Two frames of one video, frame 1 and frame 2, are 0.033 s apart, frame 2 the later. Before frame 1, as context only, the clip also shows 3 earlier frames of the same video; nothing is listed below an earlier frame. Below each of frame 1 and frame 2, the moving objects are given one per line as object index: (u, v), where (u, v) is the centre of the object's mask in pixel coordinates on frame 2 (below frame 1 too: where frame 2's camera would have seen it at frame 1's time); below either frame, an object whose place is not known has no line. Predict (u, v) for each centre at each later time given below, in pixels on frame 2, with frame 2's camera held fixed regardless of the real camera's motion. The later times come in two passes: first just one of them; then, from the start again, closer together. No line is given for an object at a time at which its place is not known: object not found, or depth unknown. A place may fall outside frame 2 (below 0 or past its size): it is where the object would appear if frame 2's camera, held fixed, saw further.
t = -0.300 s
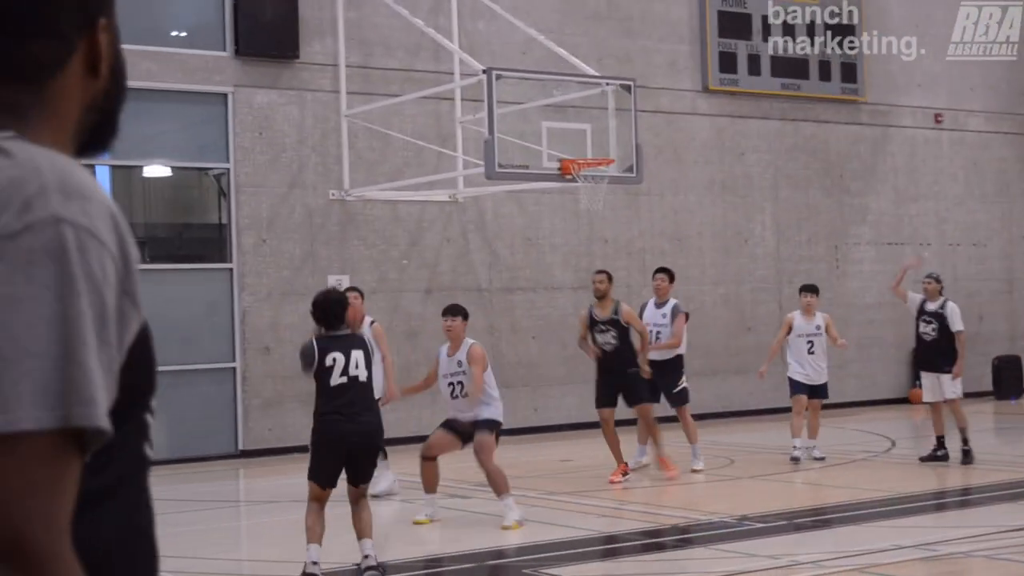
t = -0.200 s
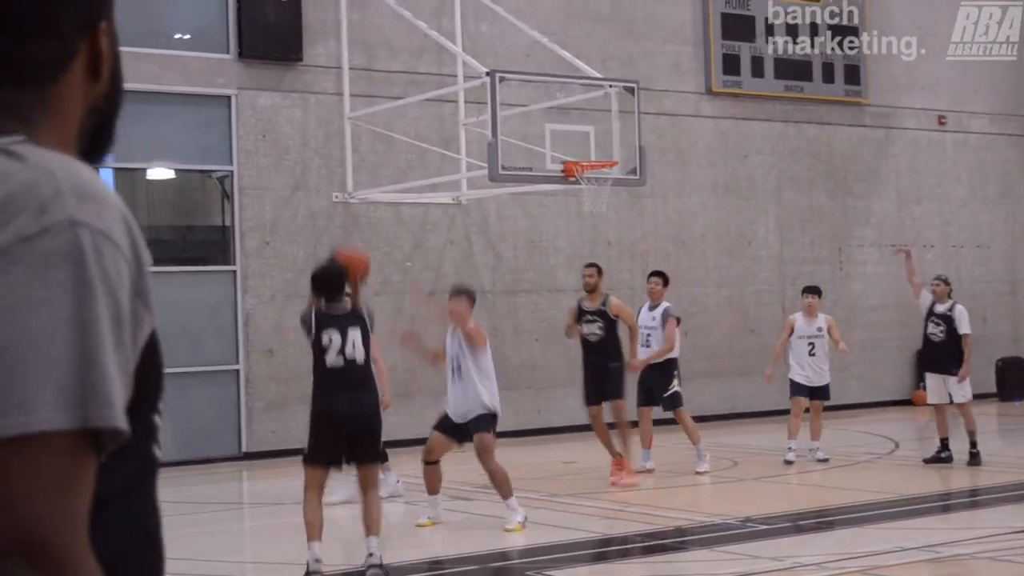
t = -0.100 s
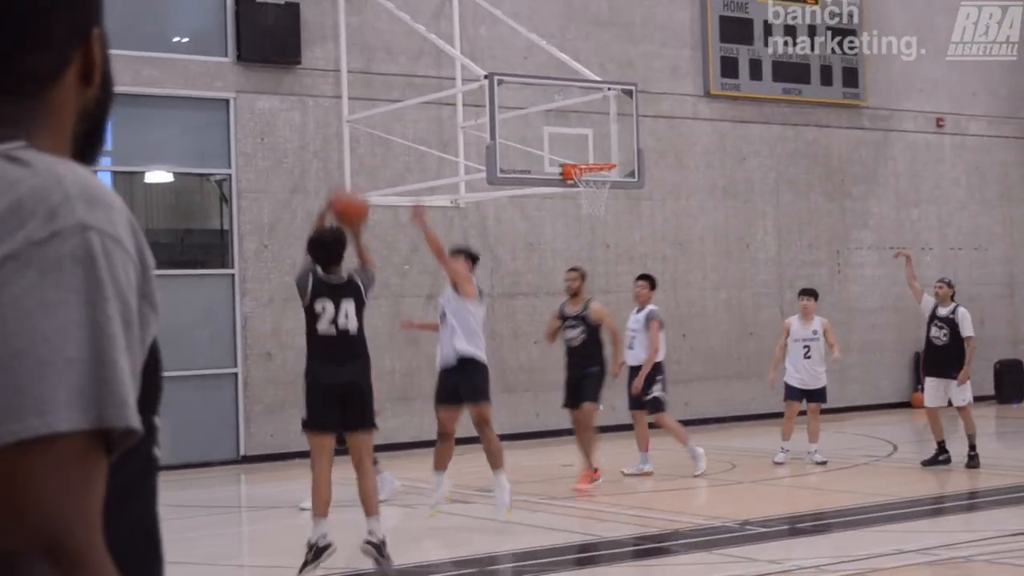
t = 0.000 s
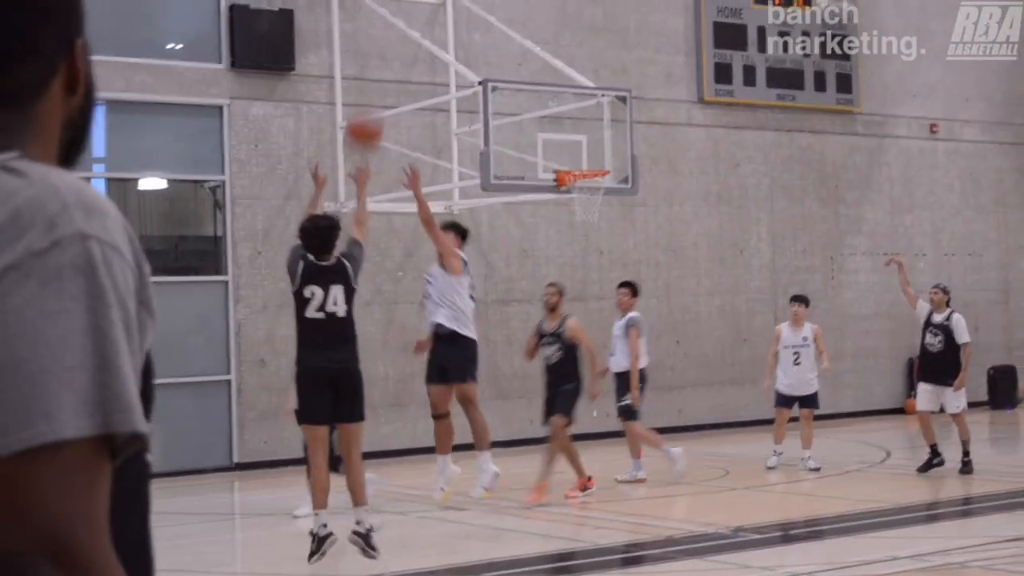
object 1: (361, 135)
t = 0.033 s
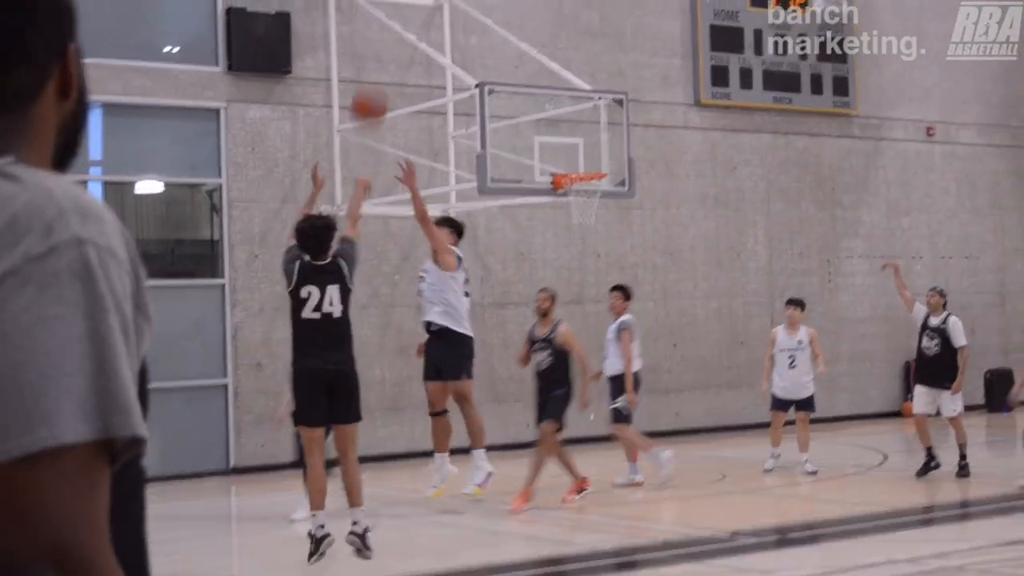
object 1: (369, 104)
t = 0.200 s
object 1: (410, 2)
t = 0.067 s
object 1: (378, 80)
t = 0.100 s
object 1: (386, 57)
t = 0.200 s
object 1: (410, 2)
